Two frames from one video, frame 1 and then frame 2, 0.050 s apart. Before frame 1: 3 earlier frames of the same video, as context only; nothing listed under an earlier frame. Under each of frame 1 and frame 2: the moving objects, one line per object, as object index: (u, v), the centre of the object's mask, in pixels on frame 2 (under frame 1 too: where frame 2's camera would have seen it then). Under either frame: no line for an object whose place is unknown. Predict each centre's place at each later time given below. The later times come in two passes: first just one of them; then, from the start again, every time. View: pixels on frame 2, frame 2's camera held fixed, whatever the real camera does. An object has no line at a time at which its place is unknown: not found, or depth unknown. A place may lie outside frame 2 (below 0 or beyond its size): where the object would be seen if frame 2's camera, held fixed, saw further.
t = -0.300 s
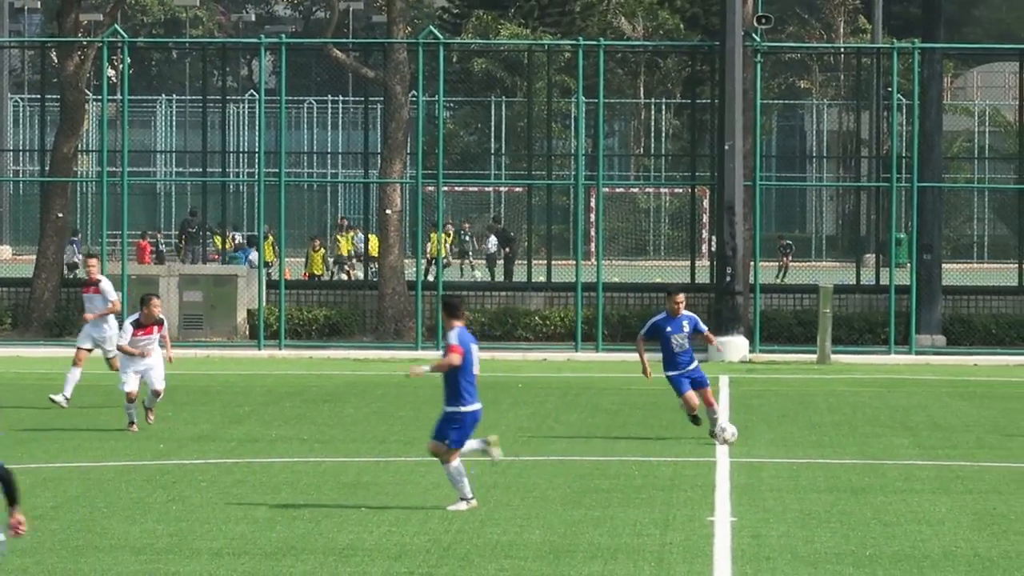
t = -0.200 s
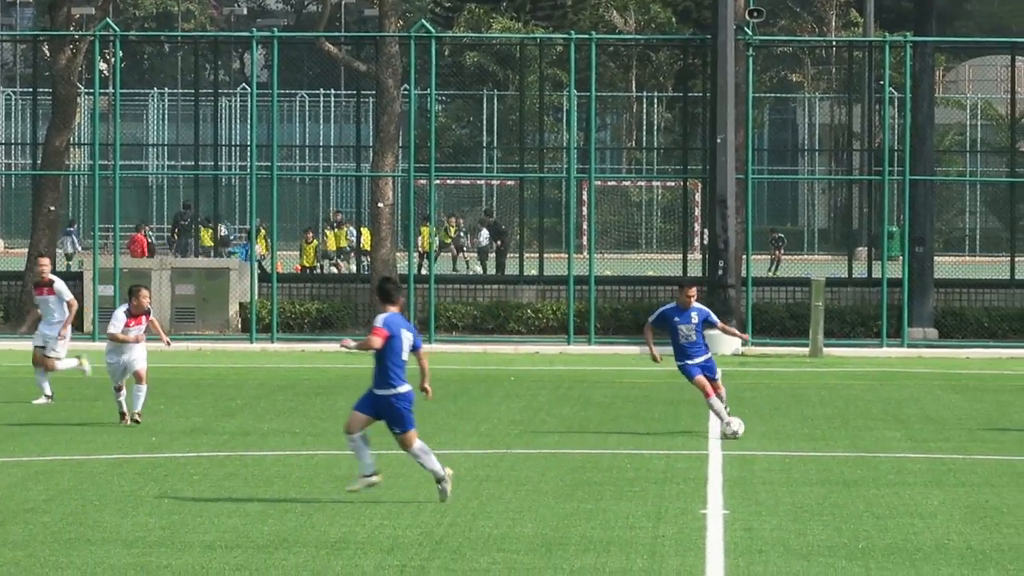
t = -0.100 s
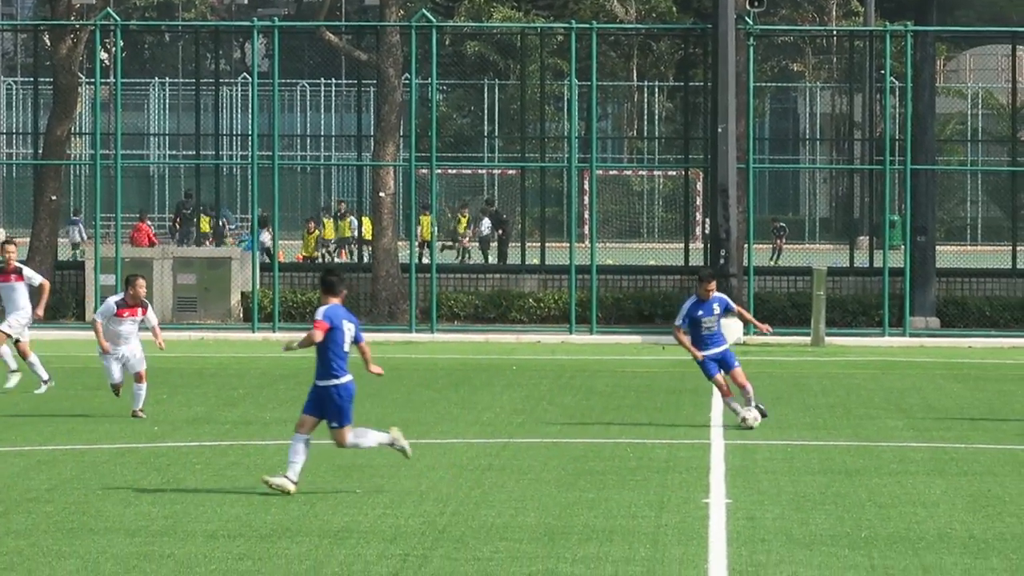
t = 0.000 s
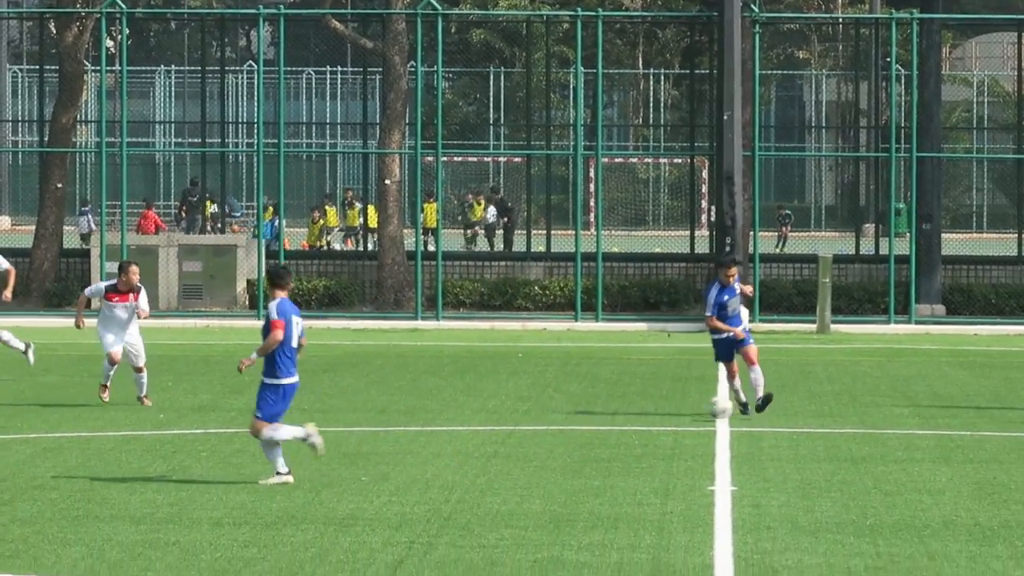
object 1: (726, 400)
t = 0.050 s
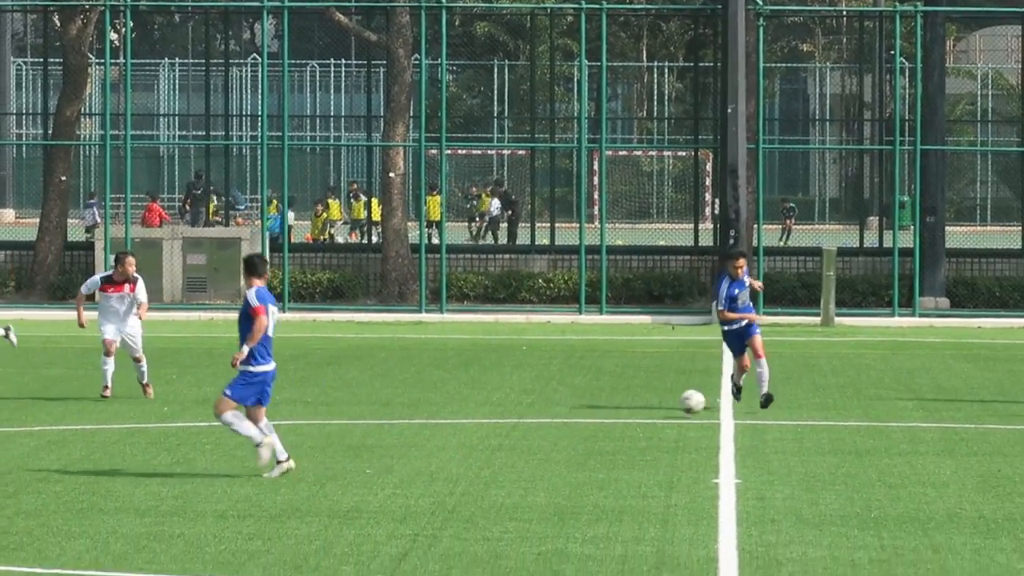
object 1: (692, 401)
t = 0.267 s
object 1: (542, 420)
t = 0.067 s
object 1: (681, 403)
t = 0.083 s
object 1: (670, 404)
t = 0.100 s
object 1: (658, 406)
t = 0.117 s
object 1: (646, 409)
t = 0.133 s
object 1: (634, 412)
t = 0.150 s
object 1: (622, 414)
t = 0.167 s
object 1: (611, 414)
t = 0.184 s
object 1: (600, 415)
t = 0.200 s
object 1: (589, 415)
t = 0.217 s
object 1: (578, 415)
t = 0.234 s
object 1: (566, 416)
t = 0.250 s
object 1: (554, 418)
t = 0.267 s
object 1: (542, 420)
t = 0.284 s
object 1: (530, 422)
